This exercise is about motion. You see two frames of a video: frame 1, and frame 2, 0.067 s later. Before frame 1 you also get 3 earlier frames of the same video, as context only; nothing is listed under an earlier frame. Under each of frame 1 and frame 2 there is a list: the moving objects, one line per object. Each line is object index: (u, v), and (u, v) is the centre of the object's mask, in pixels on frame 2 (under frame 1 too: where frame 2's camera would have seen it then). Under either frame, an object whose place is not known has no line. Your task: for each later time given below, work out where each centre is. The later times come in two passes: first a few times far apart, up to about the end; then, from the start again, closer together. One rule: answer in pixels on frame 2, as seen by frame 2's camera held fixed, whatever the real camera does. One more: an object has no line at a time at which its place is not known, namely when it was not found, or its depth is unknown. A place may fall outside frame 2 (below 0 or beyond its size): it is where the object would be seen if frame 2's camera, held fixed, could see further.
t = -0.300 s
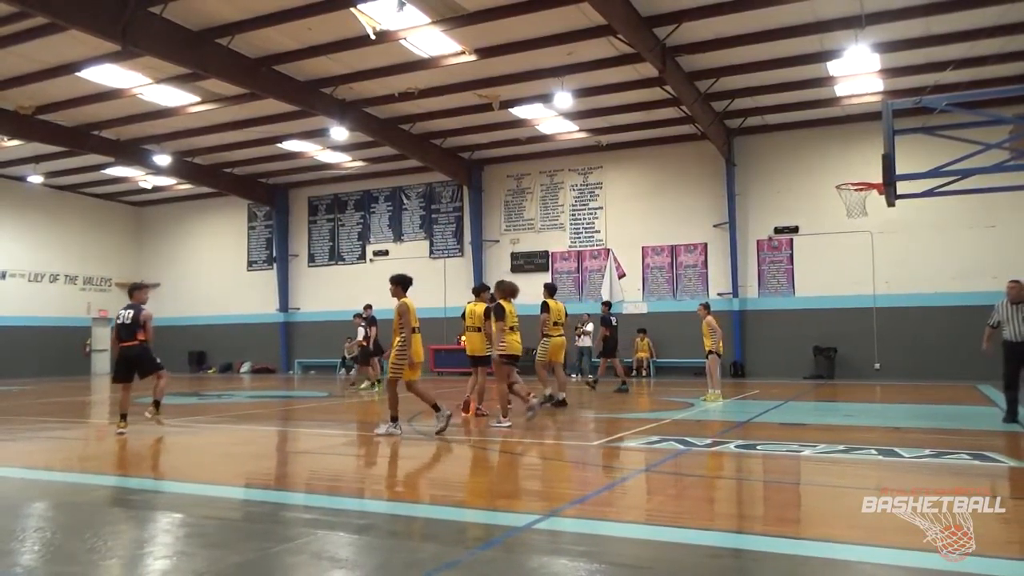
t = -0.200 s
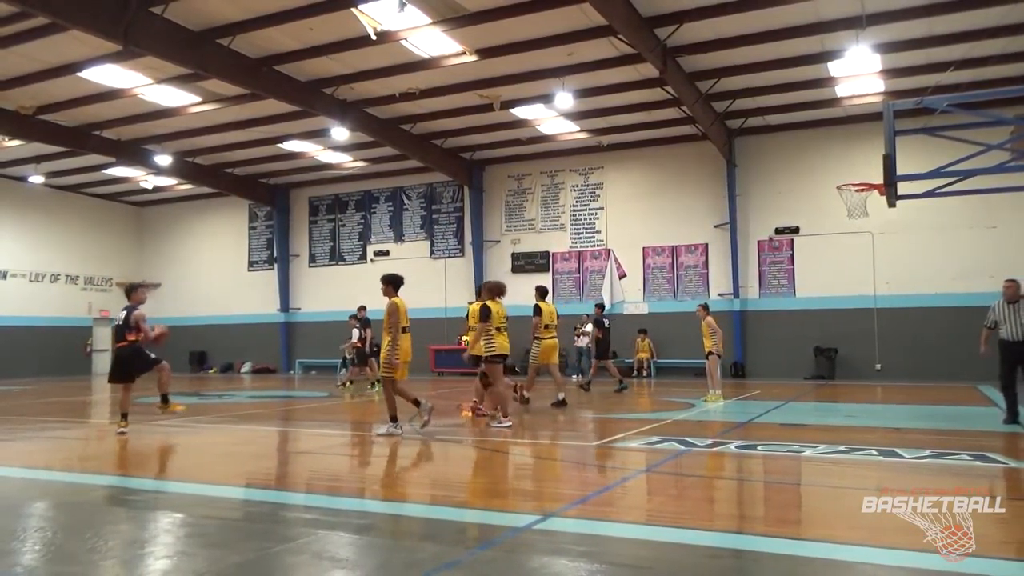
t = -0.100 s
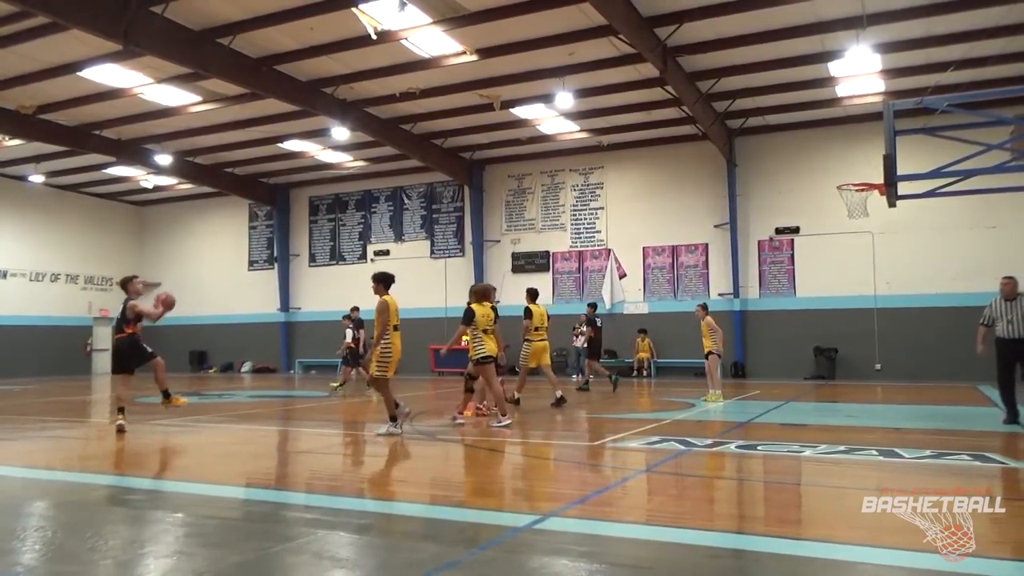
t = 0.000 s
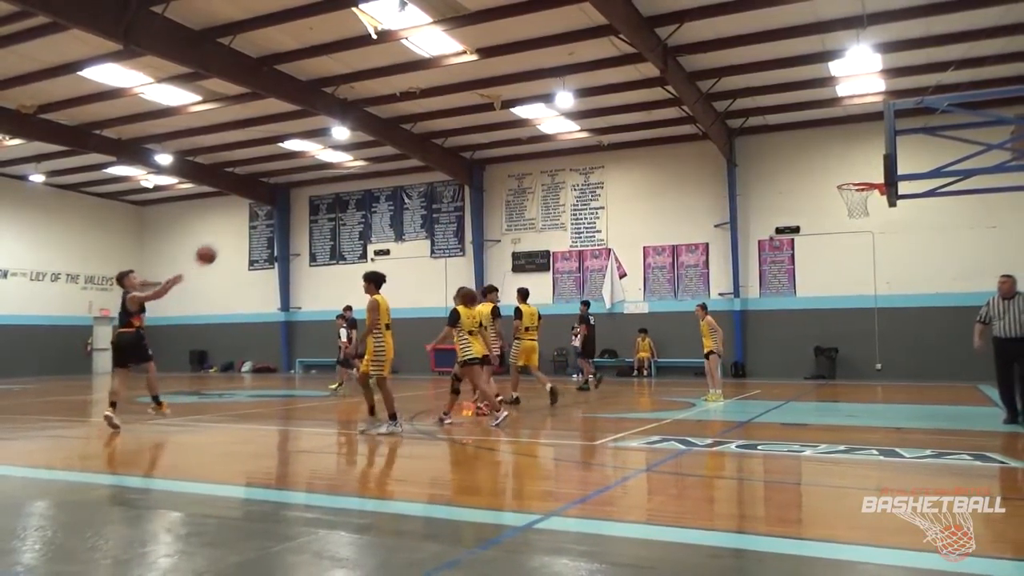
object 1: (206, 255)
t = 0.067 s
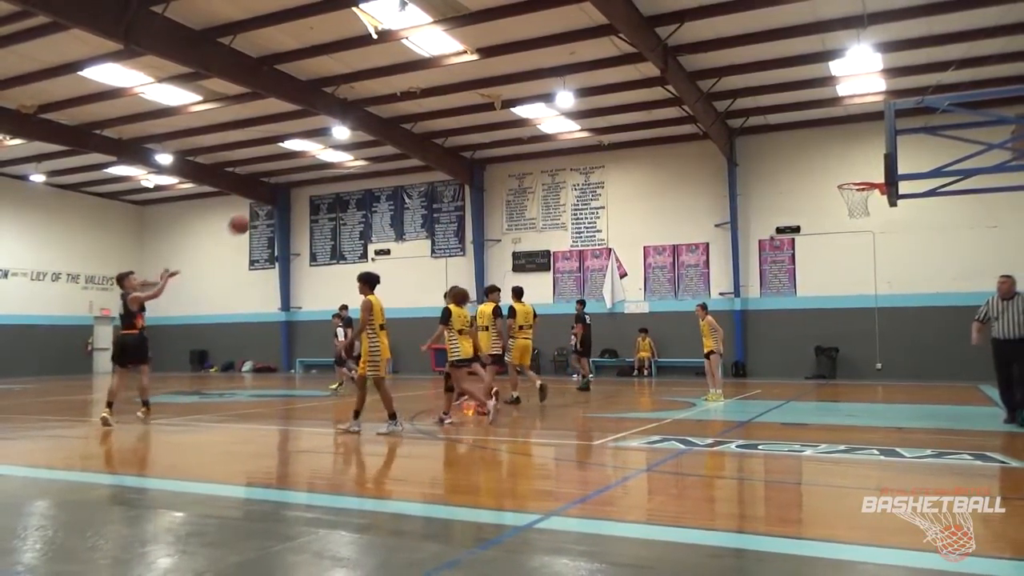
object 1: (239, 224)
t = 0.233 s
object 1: (323, 164)
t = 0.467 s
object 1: (439, 115)
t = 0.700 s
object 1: (560, 115)
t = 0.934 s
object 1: (692, 159)
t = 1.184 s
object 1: (839, 270)
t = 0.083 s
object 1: (247, 218)
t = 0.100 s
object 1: (255, 209)
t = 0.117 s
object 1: (264, 202)
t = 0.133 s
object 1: (271, 196)
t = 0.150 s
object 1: (280, 190)
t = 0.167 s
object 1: (287, 184)
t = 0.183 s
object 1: (297, 178)
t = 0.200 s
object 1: (305, 172)
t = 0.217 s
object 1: (314, 169)
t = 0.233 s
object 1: (323, 164)
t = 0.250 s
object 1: (329, 160)
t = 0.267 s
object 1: (338, 155)
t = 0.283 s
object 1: (349, 149)
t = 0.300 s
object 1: (355, 146)
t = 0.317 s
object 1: (364, 139)
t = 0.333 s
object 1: (372, 135)
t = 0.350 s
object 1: (381, 131)
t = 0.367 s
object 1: (389, 128)
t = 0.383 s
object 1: (397, 126)
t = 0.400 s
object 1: (405, 124)
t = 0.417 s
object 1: (414, 122)
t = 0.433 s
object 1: (422, 119)
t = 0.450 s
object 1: (431, 117)
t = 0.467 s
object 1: (439, 115)
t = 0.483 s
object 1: (448, 114)
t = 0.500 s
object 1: (457, 112)
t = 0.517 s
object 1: (465, 111)
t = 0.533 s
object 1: (473, 110)
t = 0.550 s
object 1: (482, 109)
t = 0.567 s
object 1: (490, 109)
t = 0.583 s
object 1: (500, 108)
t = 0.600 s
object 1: (507, 107)
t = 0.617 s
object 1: (517, 109)
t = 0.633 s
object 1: (527, 110)
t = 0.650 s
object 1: (536, 107)
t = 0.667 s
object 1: (545, 109)
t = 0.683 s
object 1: (551, 112)
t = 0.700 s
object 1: (560, 115)
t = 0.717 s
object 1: (570, 116)
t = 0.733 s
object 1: (579, 115)
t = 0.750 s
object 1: (589, 118)
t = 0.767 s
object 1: (599, 120)
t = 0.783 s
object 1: (607, 122)
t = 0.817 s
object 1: (627, 130)
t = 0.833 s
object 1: (635, 132)
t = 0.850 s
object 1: (644, 135)
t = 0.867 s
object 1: (656, 141)
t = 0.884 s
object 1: (663, 143)
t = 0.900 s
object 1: (672, 148)
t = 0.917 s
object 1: (682, 153)
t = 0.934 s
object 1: (692, 159)
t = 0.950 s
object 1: (701, 164)
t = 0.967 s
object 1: (711, 169)
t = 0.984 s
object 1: (720, 176)
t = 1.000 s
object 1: (730, 181)
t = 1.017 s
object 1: (740, 187)
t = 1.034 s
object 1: (749, 195)
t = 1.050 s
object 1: (759, 203)
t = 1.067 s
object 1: (769, 210)
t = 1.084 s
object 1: (779, 218)
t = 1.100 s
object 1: (788, 225)
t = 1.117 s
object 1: (799, 233)
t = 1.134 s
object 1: (809, 243)
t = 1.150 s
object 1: (819, 251)
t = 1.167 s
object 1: (829, 261)
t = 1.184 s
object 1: (839, 270)
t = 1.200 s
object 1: (850, 280)
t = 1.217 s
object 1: (859, 290)
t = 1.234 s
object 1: (870, 302)
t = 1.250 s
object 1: (881, 312)
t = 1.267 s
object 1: (892, 323)
